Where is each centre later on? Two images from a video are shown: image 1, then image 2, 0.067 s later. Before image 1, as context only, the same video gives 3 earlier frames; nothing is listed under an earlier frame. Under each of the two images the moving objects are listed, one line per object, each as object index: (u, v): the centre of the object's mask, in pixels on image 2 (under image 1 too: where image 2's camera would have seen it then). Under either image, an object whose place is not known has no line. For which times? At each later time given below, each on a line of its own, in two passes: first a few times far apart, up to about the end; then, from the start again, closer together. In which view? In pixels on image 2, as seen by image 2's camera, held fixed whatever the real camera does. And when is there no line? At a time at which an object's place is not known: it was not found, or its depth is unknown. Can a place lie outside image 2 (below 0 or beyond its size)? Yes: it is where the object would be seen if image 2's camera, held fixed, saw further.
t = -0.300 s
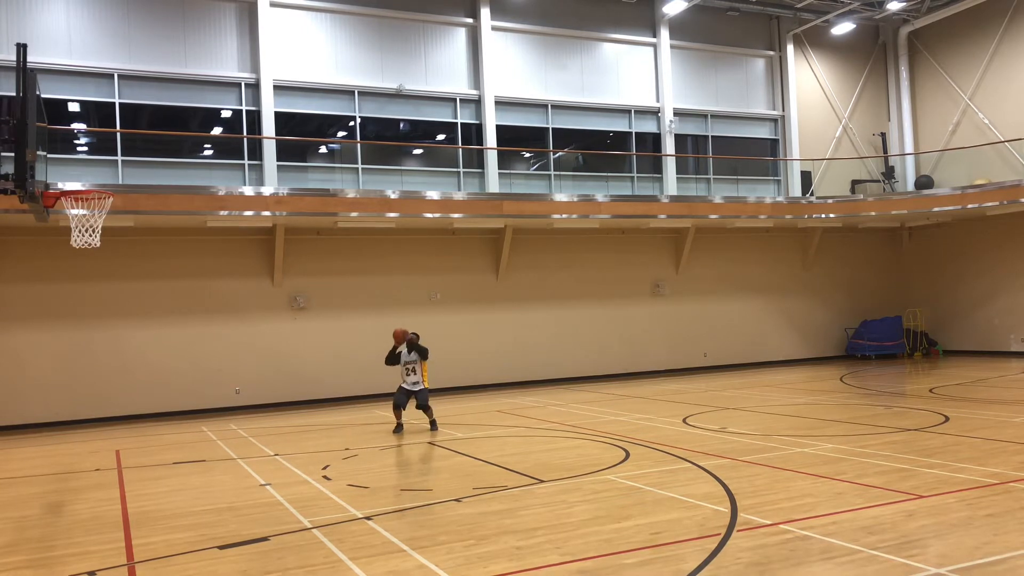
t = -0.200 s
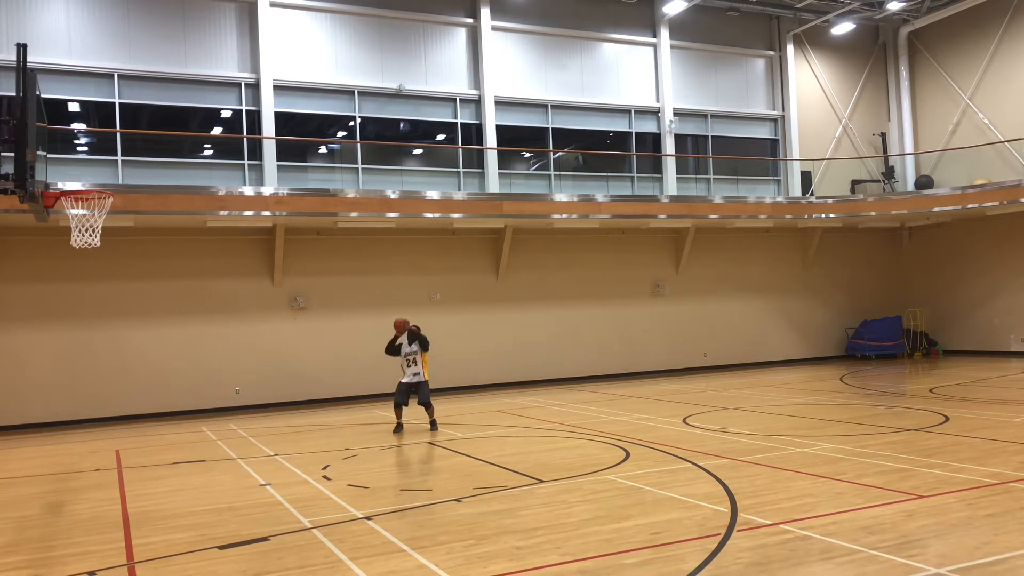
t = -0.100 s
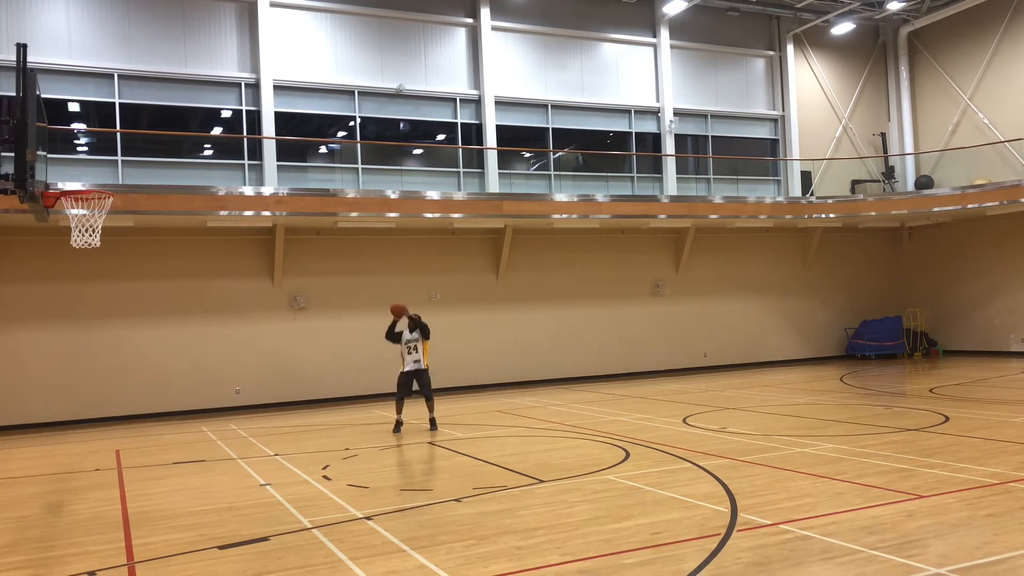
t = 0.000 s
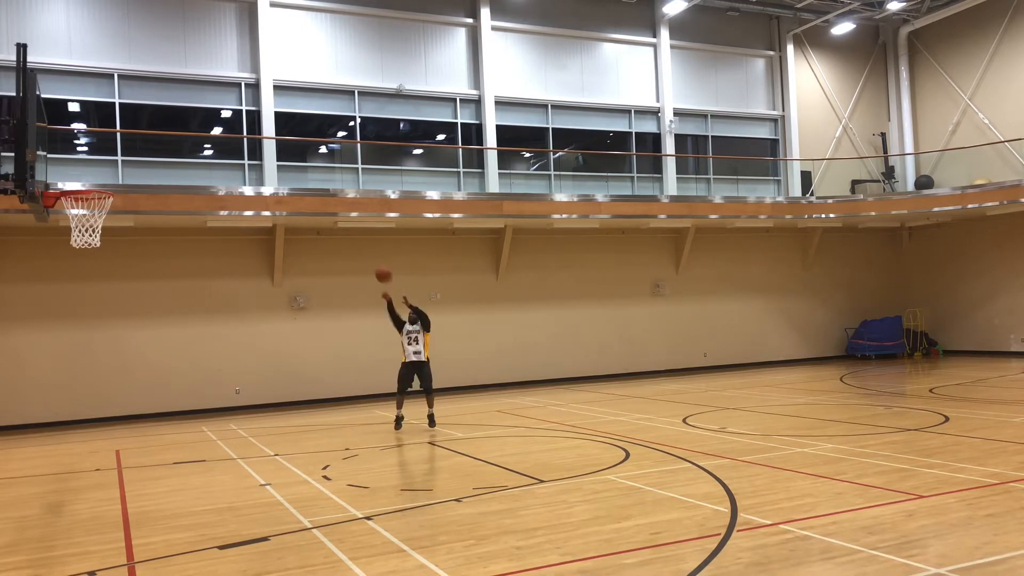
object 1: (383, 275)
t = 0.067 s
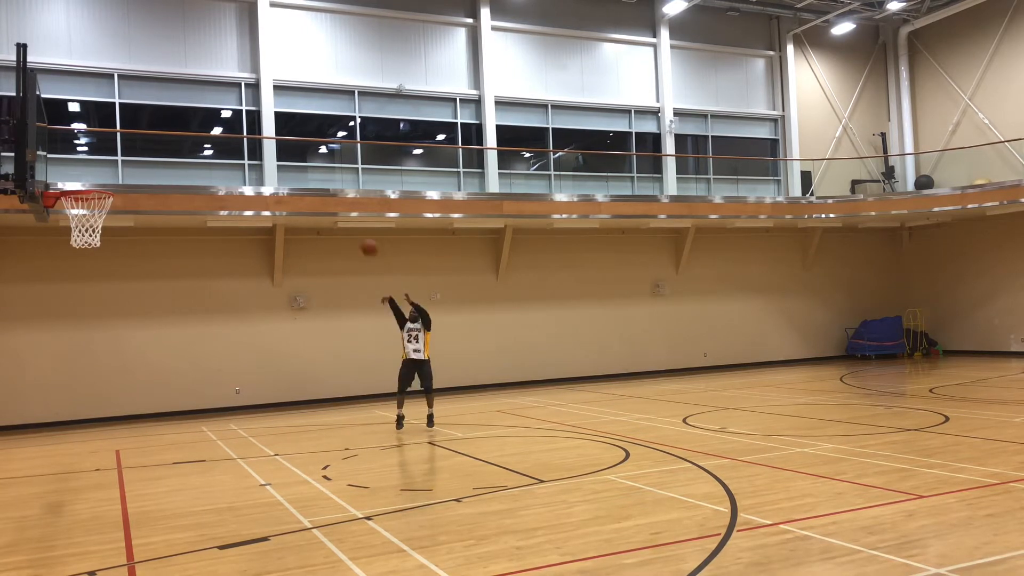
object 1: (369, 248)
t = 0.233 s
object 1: (332, 191)
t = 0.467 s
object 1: (274, 134)
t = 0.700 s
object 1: (210, 113)
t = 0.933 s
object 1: (138, 138)
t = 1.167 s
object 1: (87, 199)
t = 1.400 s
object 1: (67, 223)
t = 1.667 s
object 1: (65, 266)
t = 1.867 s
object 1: (68, 340)
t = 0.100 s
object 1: (361, 235)
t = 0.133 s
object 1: (354, 224)
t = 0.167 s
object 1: (346, 213)
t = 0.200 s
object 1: (339, 202)
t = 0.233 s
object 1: (332, 191)
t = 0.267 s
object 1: (323, 180)
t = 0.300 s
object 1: (316, 171)
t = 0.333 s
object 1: (307, 162)
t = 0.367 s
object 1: (299, 153)
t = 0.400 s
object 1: (291, 147)
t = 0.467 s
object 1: (274, 134)
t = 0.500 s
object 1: (265, 128)
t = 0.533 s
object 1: (256, 123)
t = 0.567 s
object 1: (249, 121)
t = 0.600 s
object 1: (239, 118)
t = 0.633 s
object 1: (230, 116)
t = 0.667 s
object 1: (220, 114)
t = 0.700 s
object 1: (210, 113)
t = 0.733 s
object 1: (200, 114)
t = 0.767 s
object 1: (191, 116)
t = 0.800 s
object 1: (181, 117)
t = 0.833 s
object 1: (171, 120)
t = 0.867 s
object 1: (159, 126)
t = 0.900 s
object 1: (149, 131)
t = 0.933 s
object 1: (138, 138)
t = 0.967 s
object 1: (126, 145)
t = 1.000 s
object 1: (114, 155)
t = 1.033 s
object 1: (102, 165)
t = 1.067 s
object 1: (90, 177)
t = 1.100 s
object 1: (80, 184)
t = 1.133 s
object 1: (84, 196)
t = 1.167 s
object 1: (87, 199)
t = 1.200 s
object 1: (91, 199)
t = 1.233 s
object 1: (95, 200)
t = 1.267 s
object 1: (90, 204)
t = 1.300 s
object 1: (82, 209)
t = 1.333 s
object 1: (75, 215)
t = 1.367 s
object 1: (71, 220)
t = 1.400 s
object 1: (67, 223)
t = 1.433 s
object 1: (65, 226)
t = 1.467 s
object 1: (64, 230)
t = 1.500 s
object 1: (64, 238)
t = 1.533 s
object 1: (64, 240)
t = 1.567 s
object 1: (65, 244)
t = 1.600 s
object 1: (65, 250)
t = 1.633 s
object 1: (65, 257)
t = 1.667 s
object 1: (65, 266)
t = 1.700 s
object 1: (66, 276)
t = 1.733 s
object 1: (66, 286)
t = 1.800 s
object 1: (67, 311)
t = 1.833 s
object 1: (68, 325)
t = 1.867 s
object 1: (68, 340)
